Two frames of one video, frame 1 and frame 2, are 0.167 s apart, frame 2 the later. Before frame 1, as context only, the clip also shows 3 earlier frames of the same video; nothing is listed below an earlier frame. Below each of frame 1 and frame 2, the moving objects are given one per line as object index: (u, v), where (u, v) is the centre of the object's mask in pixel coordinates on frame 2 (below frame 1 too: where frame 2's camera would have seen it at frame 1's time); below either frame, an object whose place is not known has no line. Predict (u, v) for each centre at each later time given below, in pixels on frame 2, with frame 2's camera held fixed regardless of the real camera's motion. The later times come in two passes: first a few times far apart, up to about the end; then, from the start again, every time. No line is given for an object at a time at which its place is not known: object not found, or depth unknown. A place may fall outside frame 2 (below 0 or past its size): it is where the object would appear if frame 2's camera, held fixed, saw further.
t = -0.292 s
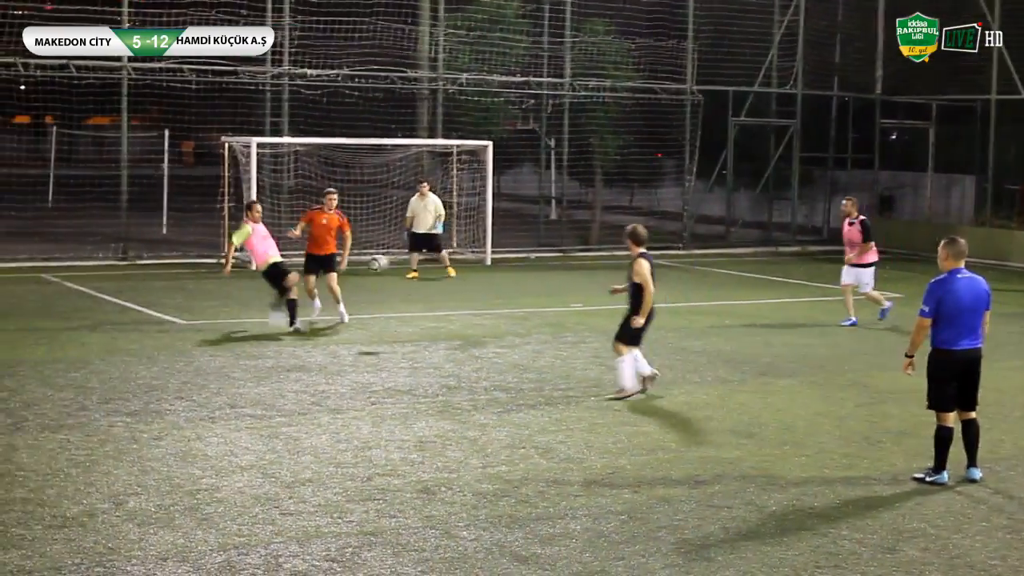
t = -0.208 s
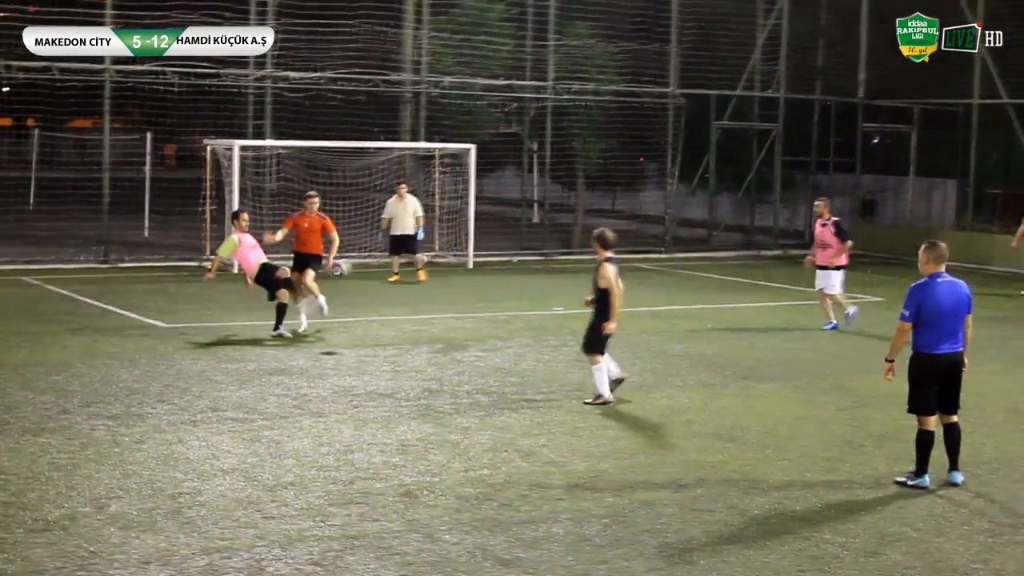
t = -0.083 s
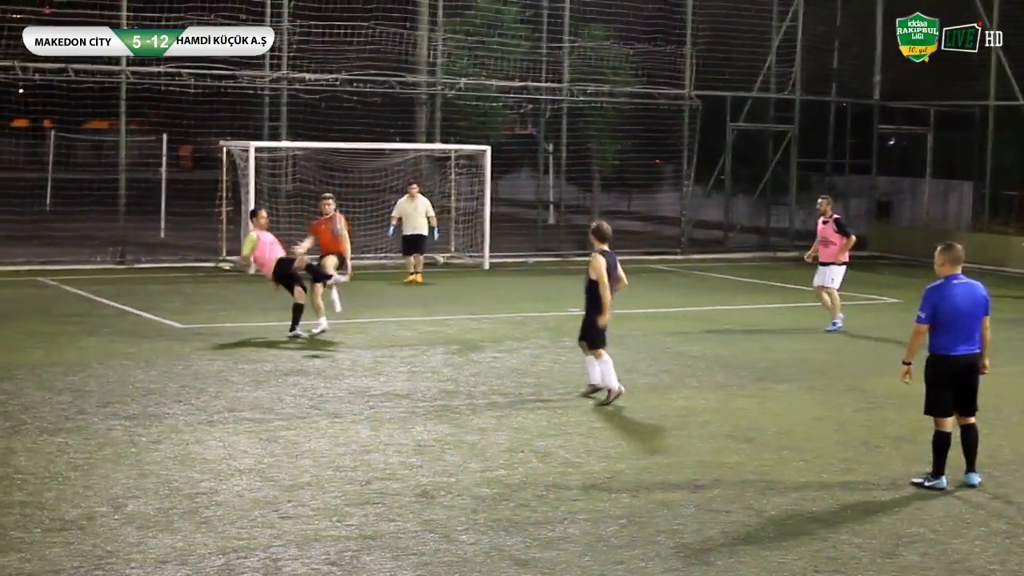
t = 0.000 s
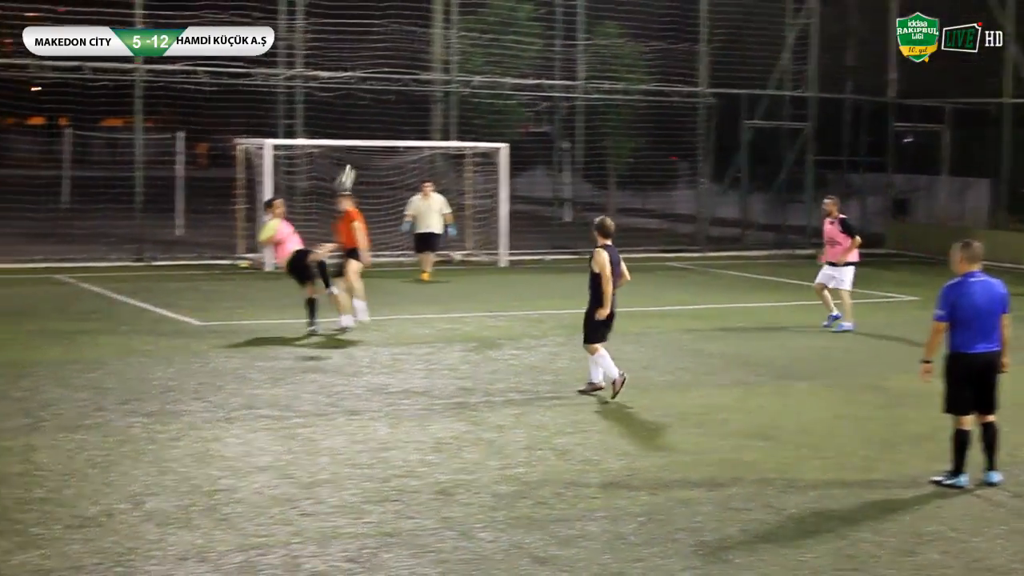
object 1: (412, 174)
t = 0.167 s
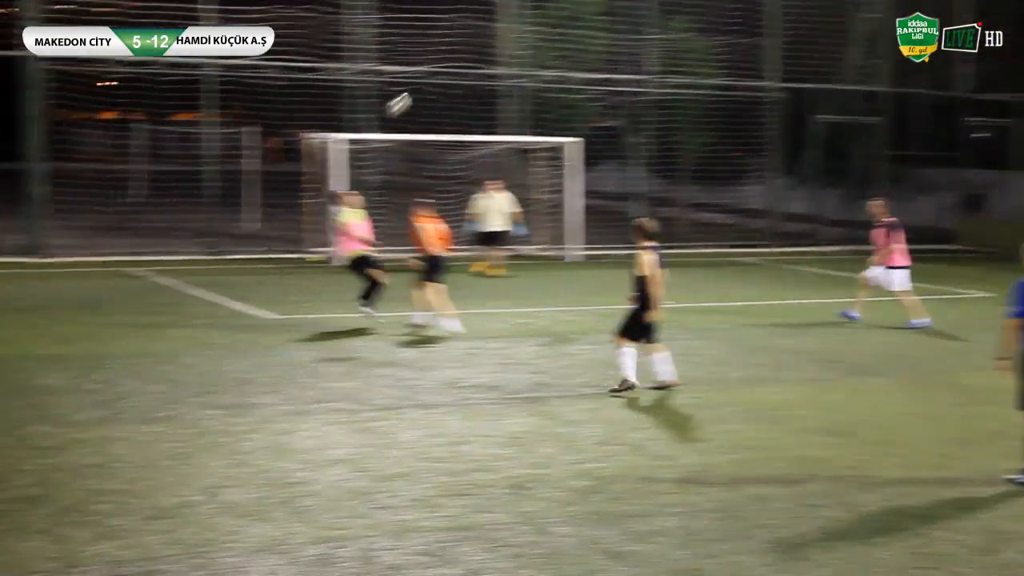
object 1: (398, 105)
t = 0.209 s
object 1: (396, 92)
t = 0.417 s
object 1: (379, 43)
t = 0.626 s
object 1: (355, 28)
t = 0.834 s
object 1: (339, 48)
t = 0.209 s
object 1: (396, 92)
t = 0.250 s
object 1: (394, 79)
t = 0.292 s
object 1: (391, 68)
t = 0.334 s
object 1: (386, 60)
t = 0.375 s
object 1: (381, 52)
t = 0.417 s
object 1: (379, 43)
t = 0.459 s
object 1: (375, 38)
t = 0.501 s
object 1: (372, 34)
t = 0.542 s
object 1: (368, 31)
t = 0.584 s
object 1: (364, 29)
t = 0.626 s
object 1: (355, 28)
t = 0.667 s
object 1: (351, 32)
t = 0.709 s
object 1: (348, 34)
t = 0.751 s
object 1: (345, 37)
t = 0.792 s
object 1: (341, 42)
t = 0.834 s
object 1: (339, 48)
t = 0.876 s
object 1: (335, 55)
